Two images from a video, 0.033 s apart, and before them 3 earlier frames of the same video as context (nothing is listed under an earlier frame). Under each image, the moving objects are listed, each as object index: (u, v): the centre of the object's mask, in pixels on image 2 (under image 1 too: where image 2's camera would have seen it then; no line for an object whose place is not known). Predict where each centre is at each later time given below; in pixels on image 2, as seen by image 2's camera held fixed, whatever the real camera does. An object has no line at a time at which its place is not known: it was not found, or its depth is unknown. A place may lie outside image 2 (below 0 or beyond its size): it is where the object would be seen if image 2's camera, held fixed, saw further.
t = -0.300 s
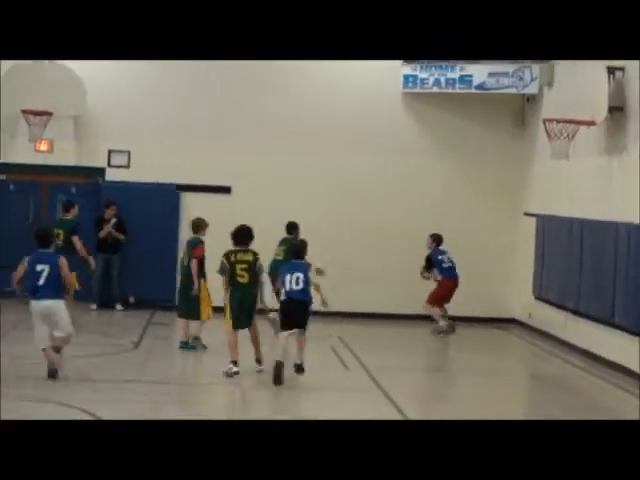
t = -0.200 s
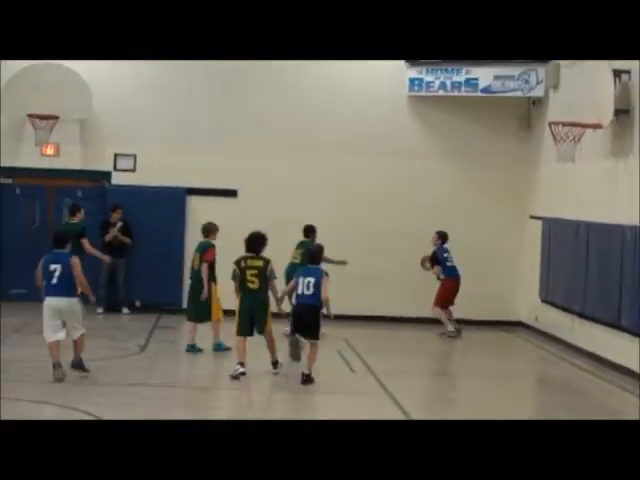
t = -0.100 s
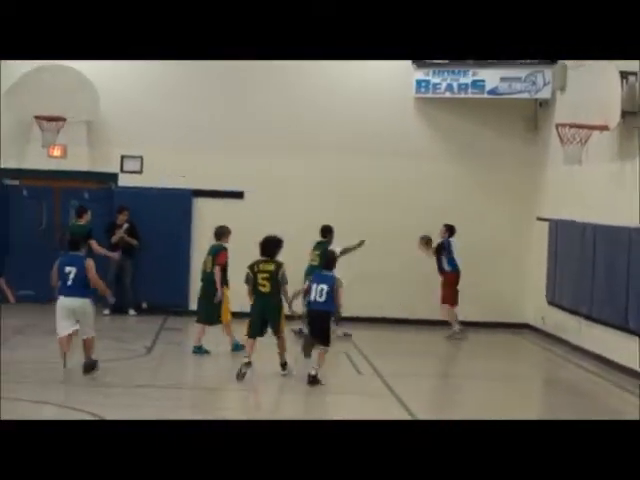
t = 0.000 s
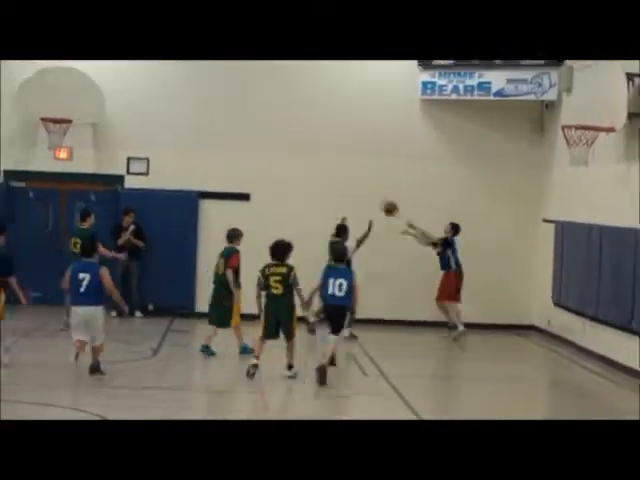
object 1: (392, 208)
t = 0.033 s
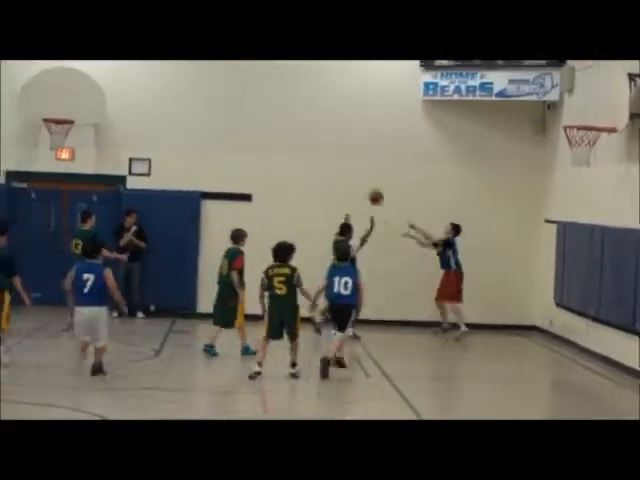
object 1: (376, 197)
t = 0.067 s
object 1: (359, 185)
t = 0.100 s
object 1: (343, 175)
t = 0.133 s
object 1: (327, 165)
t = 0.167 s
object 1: (311, 157)
